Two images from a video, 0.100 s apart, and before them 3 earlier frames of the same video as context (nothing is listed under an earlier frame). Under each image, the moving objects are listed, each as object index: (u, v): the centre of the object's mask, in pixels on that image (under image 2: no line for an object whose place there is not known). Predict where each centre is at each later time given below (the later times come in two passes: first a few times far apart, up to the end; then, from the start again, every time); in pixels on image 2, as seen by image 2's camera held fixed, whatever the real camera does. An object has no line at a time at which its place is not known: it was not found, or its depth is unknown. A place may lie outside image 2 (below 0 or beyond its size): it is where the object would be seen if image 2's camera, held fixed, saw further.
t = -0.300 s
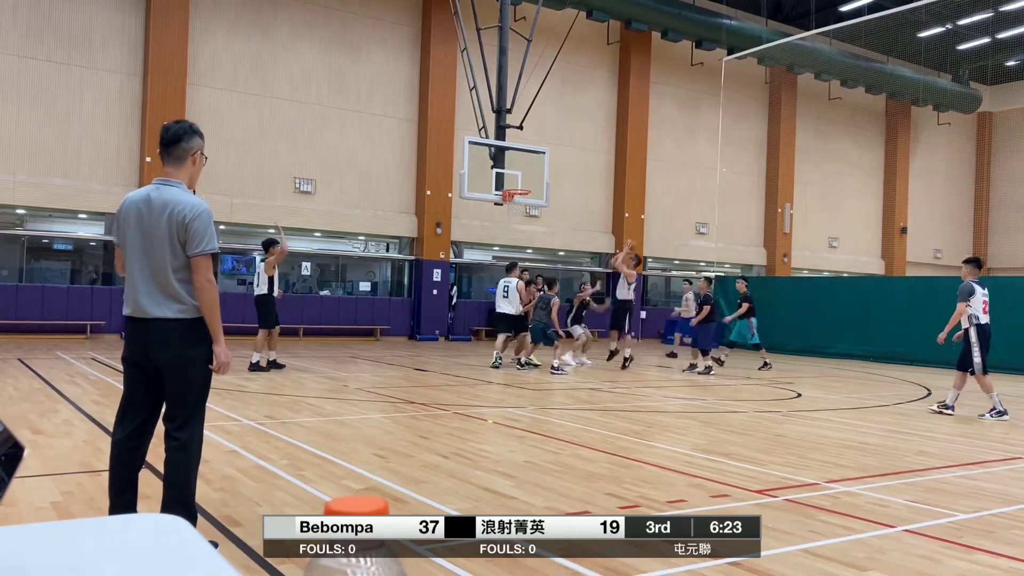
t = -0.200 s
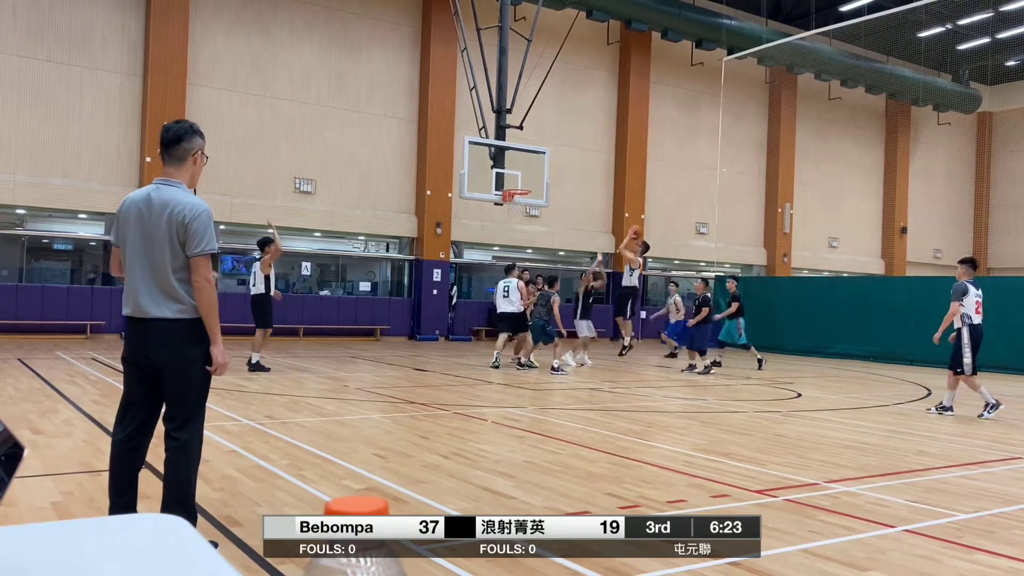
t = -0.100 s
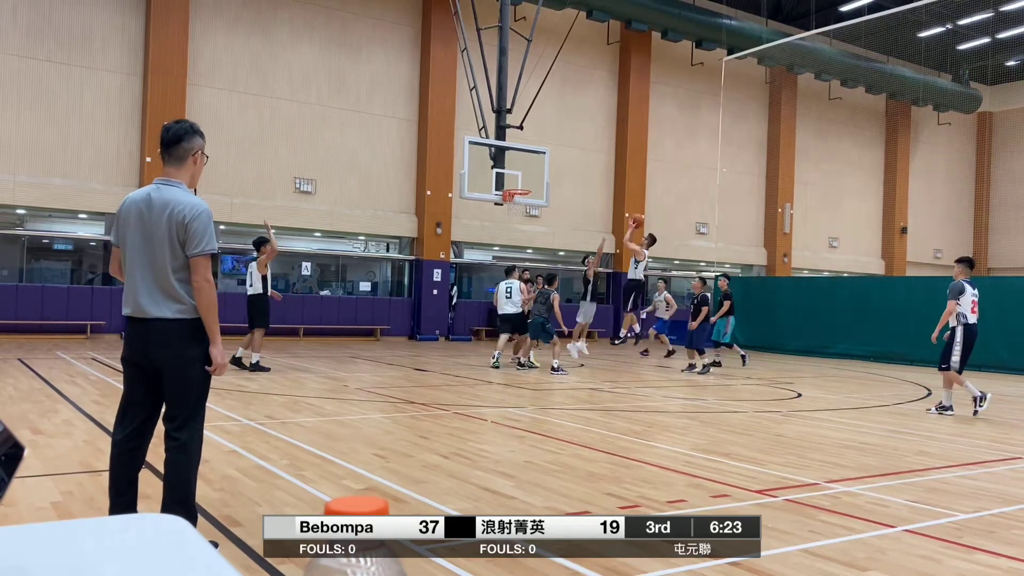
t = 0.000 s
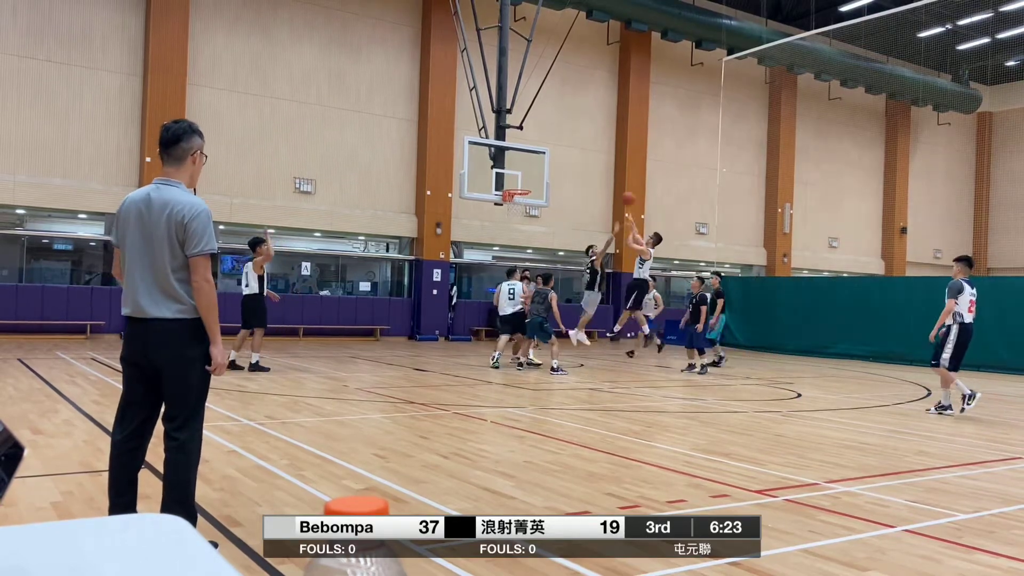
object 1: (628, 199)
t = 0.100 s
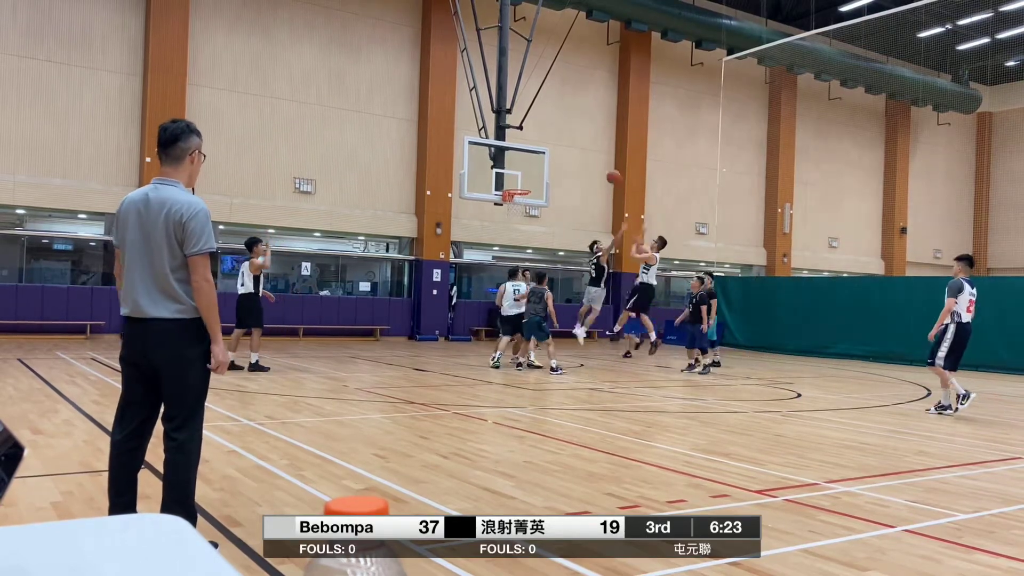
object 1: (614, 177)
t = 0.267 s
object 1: (590, 154)
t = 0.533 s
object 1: (554, 151)
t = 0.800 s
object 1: (519, 184)
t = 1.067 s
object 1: (519, 198)
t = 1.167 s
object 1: (520, 198)
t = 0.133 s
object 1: (608, 172)
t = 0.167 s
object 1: (604, 166)
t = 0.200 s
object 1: (599, 161)
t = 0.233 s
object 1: (595, 157)
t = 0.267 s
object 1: (590, 154)
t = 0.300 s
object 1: (586, 152)
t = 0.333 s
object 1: (581, 150)
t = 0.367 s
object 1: (576, 148)
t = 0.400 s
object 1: (572, 147)
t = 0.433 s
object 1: (568, 147)
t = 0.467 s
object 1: (563, 148)
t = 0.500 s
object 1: (558, 149)
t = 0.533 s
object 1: (554, 151)
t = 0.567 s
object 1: (550, 153)
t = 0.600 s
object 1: (545, 156)
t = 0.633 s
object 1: (541, 160)
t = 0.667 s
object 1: (536, 163)
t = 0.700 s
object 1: (532, 168)
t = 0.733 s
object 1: (527, 173)
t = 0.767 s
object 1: (523, 179)
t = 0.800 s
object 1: (519, 184)
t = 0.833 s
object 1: (515, 190)
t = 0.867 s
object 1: (514, 194)
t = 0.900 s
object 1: (514, 196)
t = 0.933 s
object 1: (515, 199)
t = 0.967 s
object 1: (516, 198)
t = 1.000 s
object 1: (517, 198)
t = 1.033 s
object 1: (517, 198)
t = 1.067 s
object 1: (519, 198)
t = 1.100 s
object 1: (520, 197)
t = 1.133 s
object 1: (519, 197)
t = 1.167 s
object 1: (520, 198)
